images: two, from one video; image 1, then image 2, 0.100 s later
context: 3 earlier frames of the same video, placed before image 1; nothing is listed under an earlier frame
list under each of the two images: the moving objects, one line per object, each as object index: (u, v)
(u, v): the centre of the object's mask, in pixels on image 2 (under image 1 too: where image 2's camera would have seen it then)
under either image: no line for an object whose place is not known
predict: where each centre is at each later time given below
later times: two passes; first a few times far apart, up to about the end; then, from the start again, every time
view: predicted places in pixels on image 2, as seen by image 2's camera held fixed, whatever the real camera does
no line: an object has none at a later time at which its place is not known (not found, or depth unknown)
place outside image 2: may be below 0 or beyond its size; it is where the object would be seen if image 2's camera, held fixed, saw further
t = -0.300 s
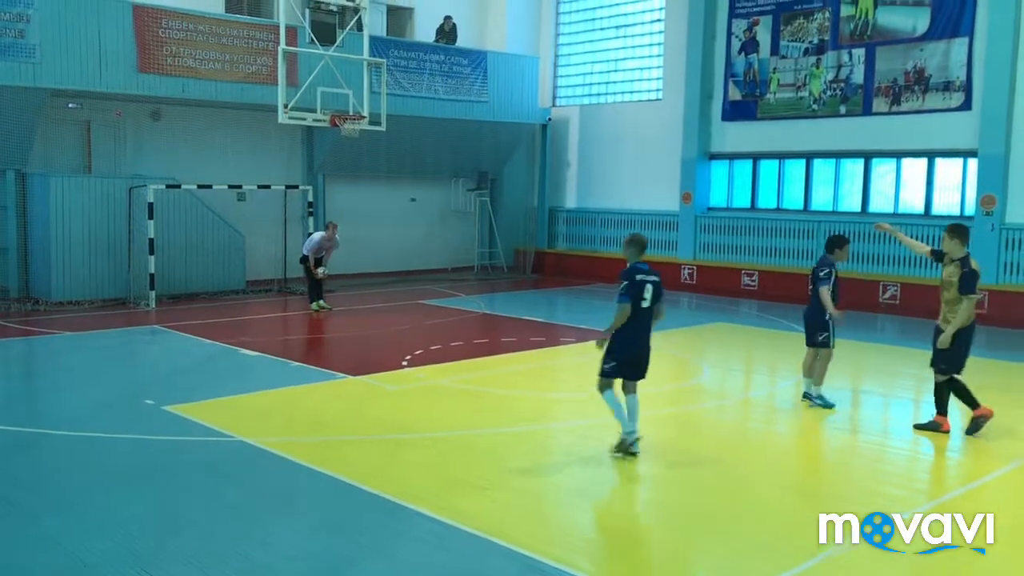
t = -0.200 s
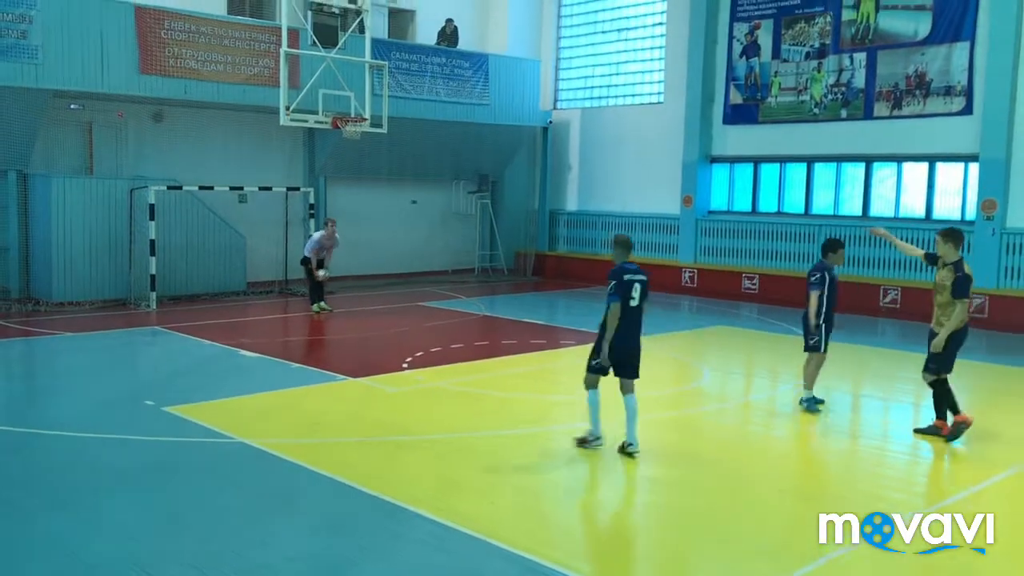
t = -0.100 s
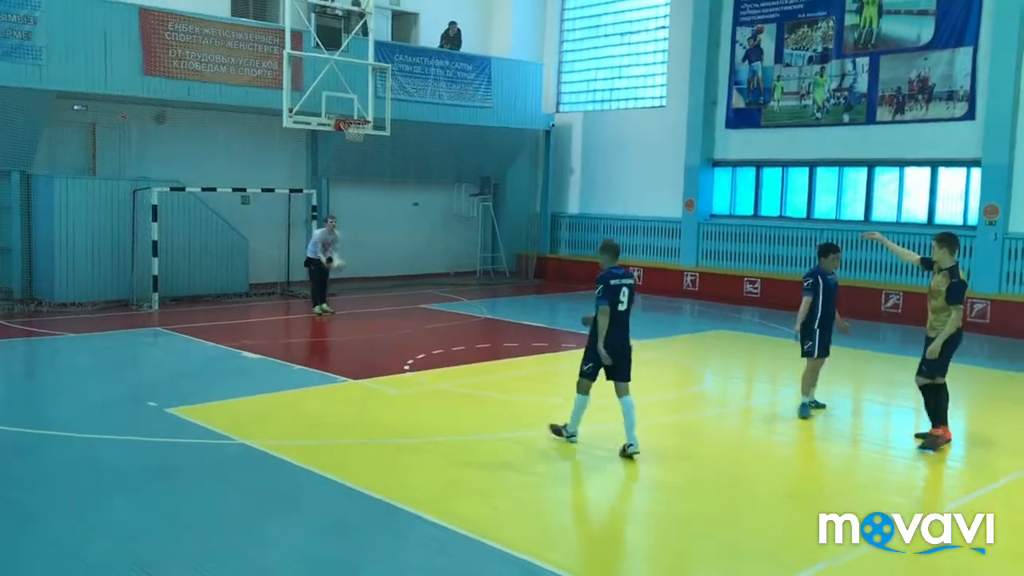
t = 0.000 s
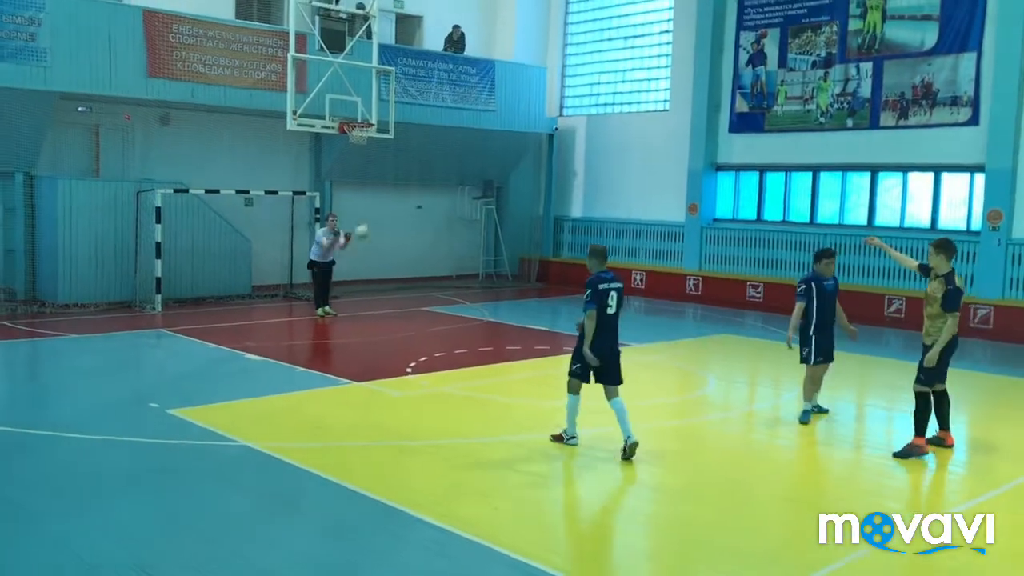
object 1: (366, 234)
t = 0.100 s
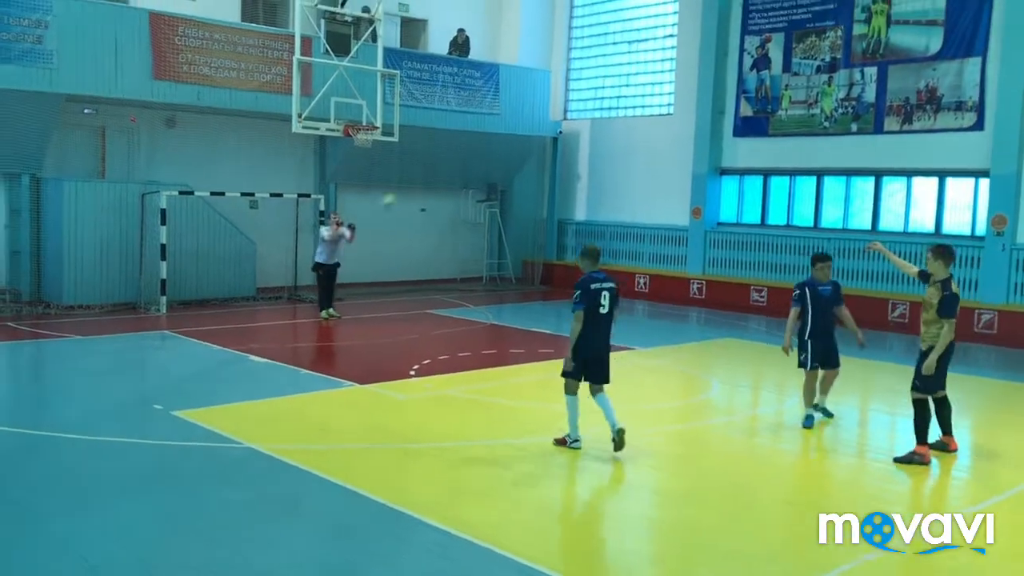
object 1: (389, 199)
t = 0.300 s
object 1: (435, 151)
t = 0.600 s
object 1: (519, 122)
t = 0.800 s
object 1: (582, 140)
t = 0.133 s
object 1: (395, 191)
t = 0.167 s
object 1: (403, 182)
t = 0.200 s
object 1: (411, 172)
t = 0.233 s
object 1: (418, 165)
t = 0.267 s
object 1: (426, 157)
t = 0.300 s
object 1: (435, 151)
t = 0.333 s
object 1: (443, 145)
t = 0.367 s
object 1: (452, 139)
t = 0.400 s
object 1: (460, 134)
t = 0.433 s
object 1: (469, 129)
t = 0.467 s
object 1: (480, 126)
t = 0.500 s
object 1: (489, 123)
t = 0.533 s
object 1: (497, 122)
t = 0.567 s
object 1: (508, 121)
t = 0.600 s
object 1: (519, 122)
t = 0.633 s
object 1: (528, 122)
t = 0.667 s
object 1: (539, 123)
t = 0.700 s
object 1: (548, 127)
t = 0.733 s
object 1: (561, 129)
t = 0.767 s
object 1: (571, 133)
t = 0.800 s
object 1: (582, 140)
